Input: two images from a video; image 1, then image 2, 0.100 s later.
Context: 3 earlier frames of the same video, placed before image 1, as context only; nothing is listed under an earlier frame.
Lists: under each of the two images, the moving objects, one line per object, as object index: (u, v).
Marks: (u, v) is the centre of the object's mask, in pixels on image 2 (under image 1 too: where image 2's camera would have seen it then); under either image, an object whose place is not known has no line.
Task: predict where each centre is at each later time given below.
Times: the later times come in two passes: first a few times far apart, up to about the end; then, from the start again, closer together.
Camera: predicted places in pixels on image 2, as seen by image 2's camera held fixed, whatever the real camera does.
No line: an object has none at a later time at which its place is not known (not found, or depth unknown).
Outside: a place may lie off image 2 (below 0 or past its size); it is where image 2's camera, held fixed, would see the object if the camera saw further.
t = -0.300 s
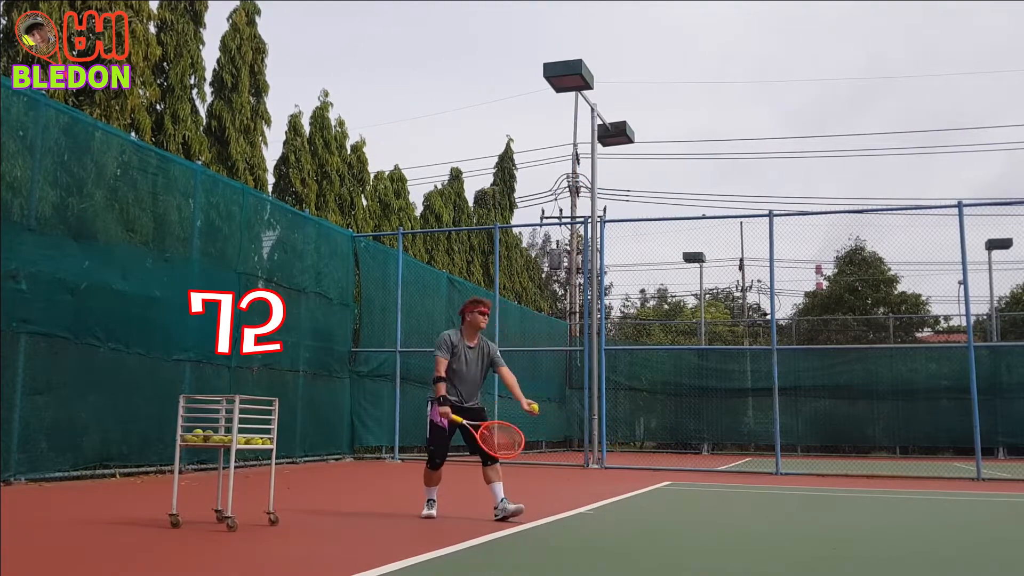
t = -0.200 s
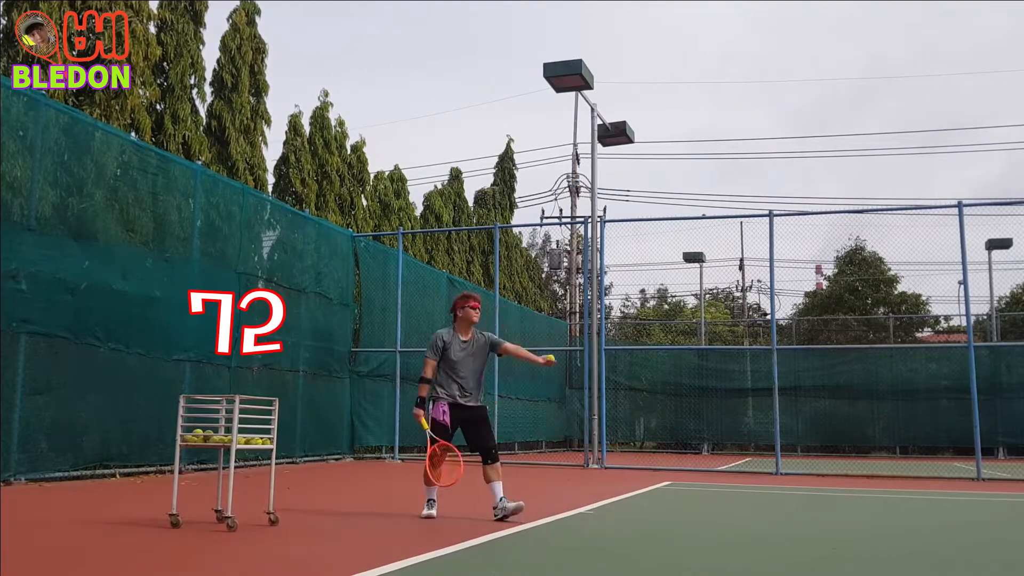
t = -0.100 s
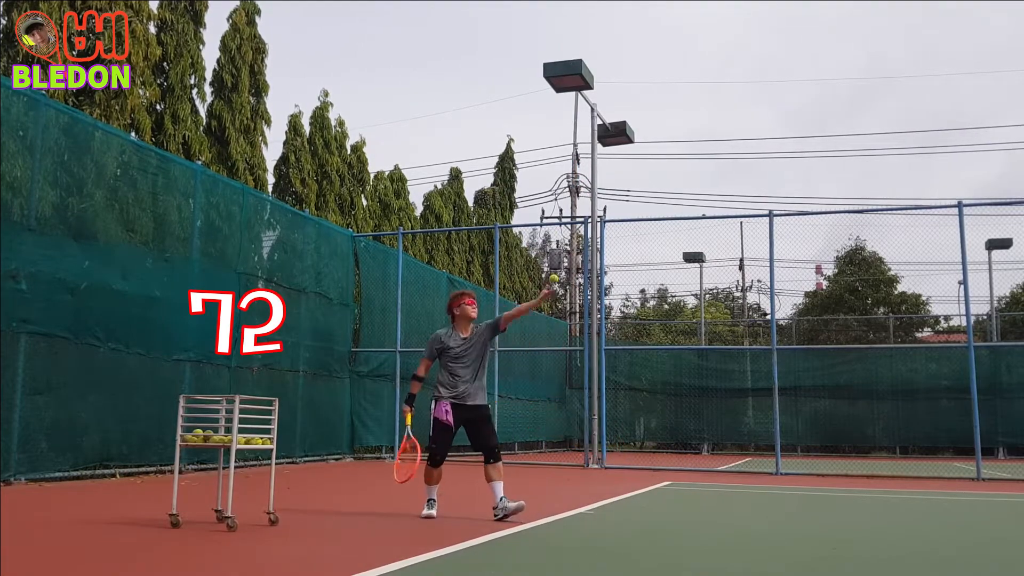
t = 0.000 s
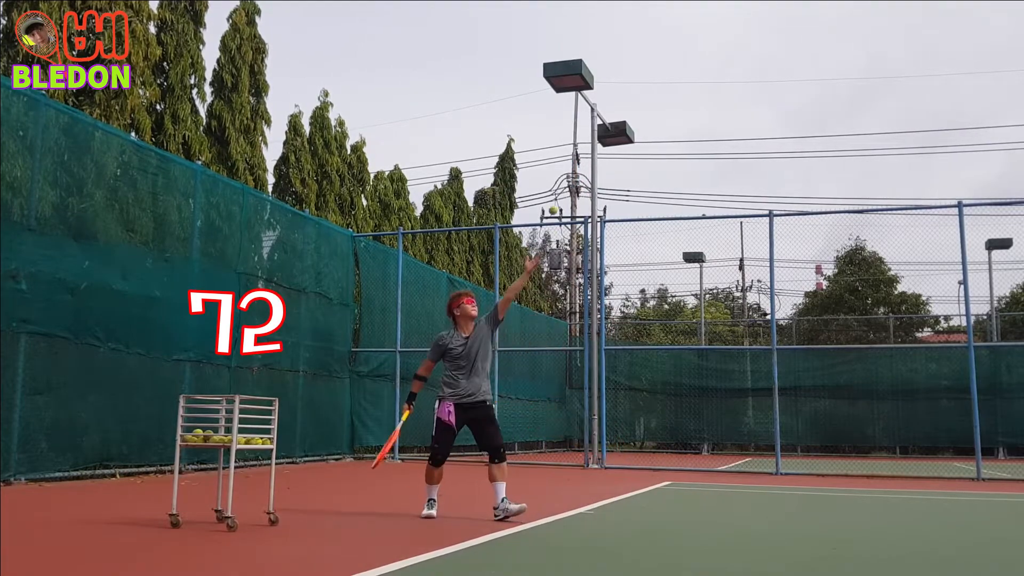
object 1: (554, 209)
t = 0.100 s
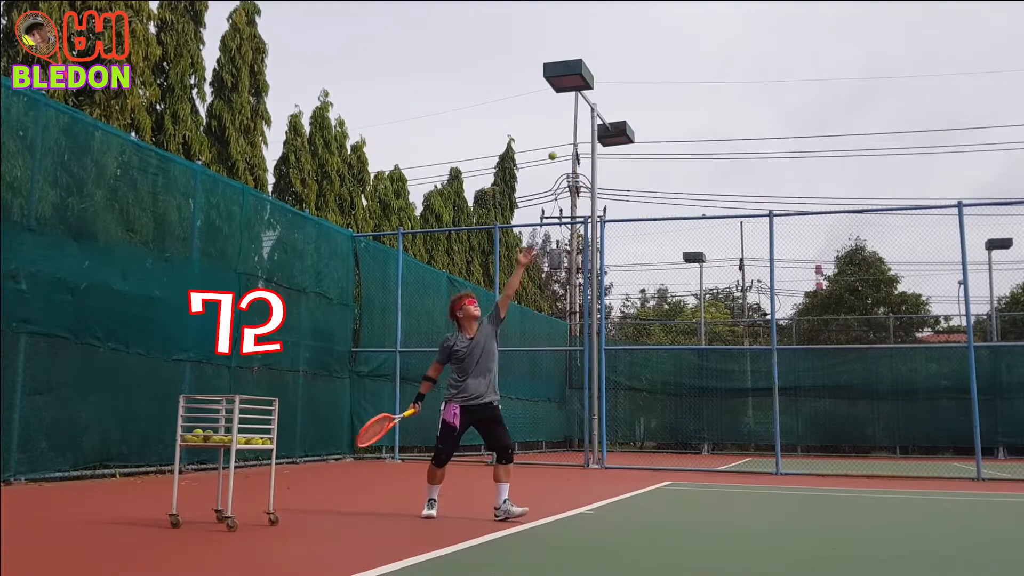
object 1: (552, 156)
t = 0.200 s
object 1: (552, 114)
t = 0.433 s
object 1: (551, 65)
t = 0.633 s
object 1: (550, 76)
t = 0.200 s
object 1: (552, 114)
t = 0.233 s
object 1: (552, 102)
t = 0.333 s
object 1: (551, 78)
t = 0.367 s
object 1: (551, 72)
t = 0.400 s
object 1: (551, 67)
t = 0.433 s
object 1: (551, 65)
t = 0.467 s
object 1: (551, 63)
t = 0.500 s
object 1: (551, 63)
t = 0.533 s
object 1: (551, 64)
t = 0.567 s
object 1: (551, 66)
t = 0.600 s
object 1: (551, 71)
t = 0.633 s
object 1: (550, 76)
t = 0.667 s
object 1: (551, 82)
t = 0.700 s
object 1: (550, 91)
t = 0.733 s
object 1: (550, 100)
